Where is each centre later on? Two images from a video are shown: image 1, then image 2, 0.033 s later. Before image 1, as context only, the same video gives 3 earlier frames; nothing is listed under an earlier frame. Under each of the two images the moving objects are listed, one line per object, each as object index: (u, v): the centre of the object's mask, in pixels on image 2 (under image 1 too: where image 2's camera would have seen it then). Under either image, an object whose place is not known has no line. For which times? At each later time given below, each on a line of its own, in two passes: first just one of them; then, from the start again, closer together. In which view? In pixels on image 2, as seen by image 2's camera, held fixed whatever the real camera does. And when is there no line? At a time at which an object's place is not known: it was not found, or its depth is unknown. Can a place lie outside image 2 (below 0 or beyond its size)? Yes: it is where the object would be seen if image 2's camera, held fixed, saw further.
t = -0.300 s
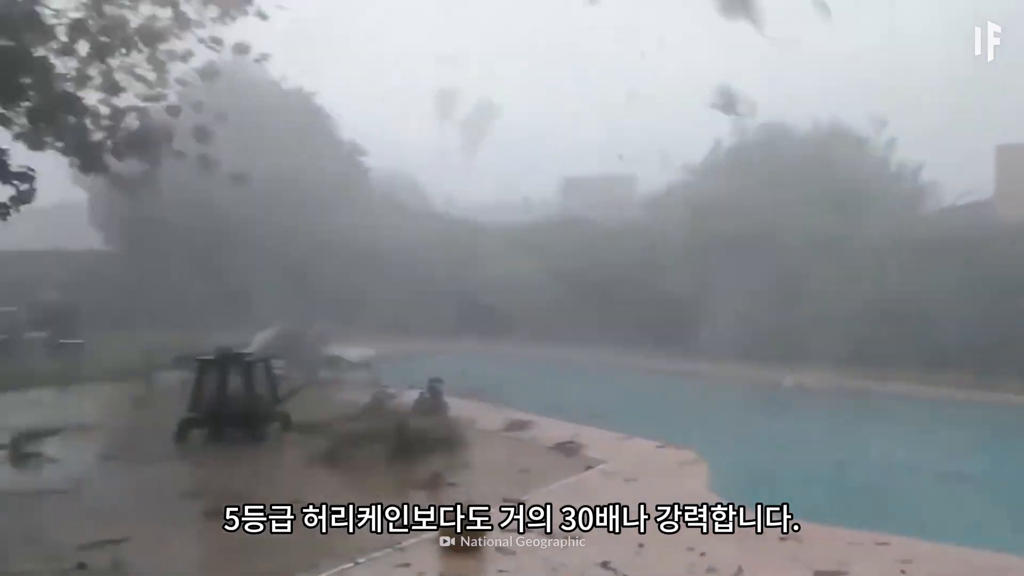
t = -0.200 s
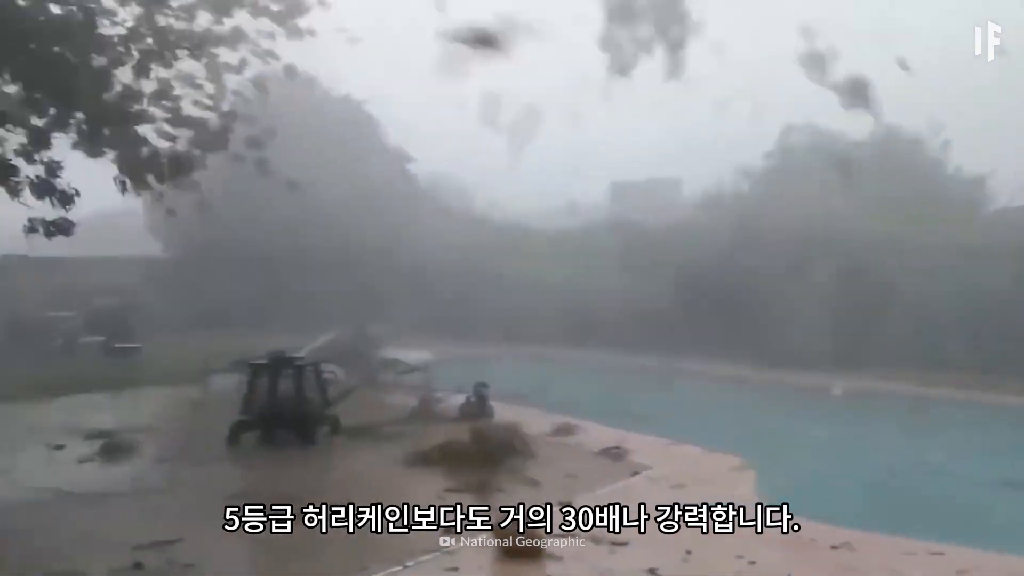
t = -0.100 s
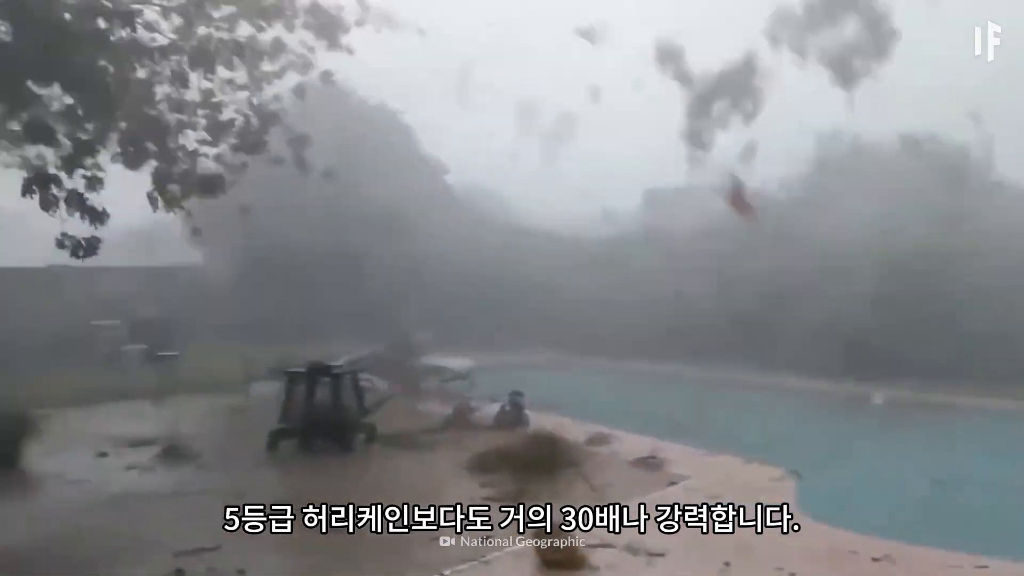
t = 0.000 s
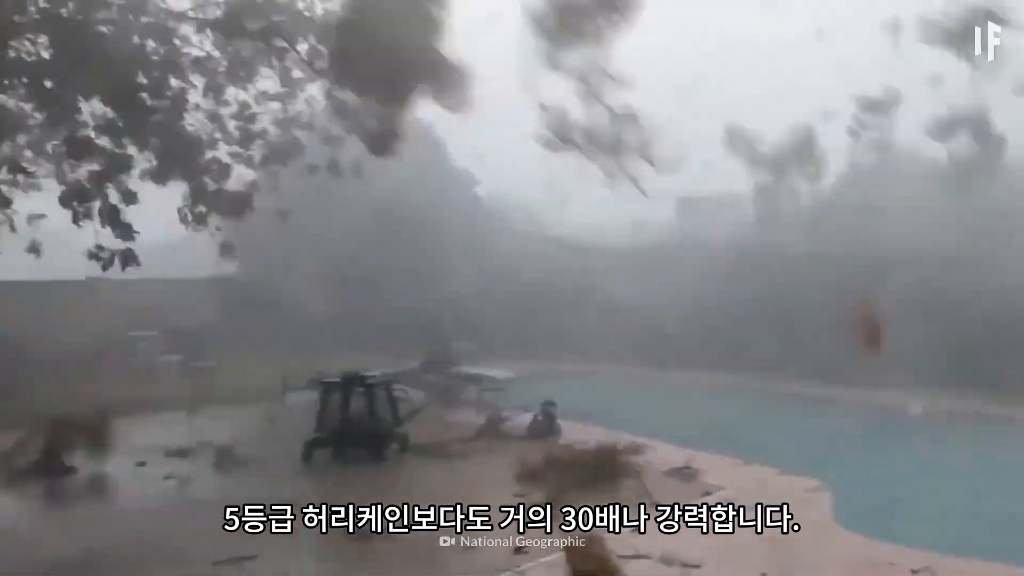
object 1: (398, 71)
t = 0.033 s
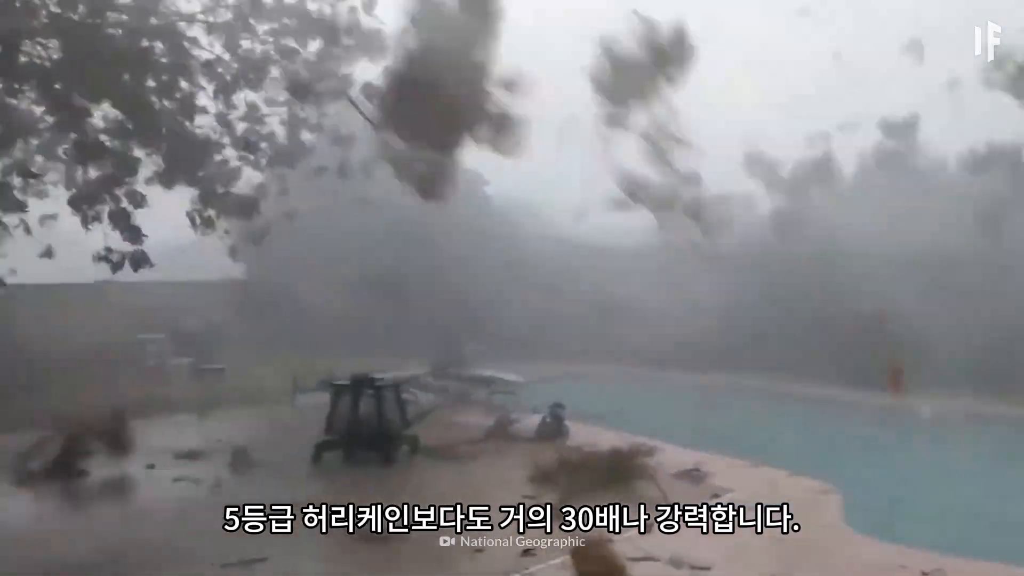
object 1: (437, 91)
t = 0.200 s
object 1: (602, 274)
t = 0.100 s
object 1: (513, 166)
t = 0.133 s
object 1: (546, 203)
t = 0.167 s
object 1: (575, 238)
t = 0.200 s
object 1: (602, 274)
